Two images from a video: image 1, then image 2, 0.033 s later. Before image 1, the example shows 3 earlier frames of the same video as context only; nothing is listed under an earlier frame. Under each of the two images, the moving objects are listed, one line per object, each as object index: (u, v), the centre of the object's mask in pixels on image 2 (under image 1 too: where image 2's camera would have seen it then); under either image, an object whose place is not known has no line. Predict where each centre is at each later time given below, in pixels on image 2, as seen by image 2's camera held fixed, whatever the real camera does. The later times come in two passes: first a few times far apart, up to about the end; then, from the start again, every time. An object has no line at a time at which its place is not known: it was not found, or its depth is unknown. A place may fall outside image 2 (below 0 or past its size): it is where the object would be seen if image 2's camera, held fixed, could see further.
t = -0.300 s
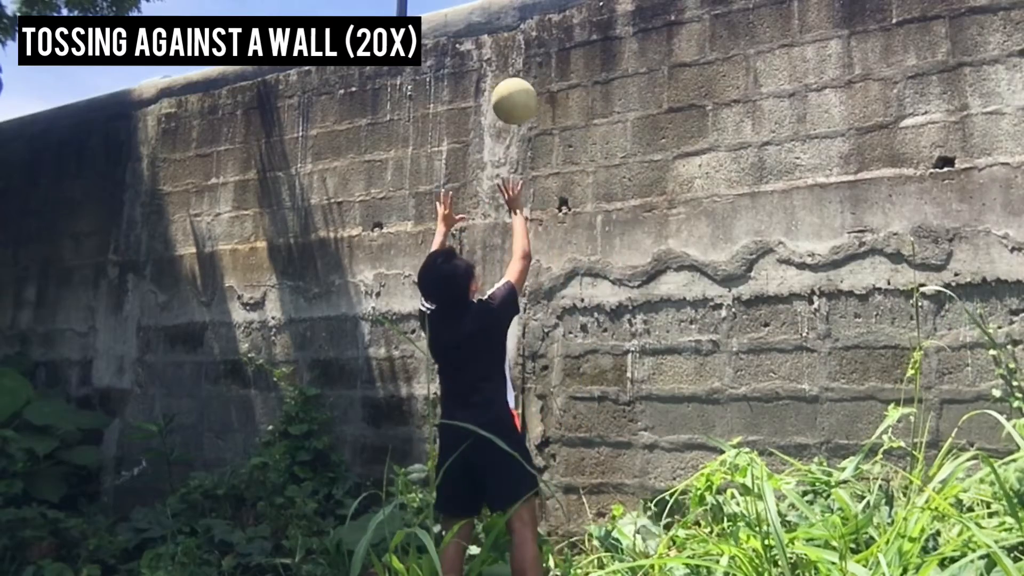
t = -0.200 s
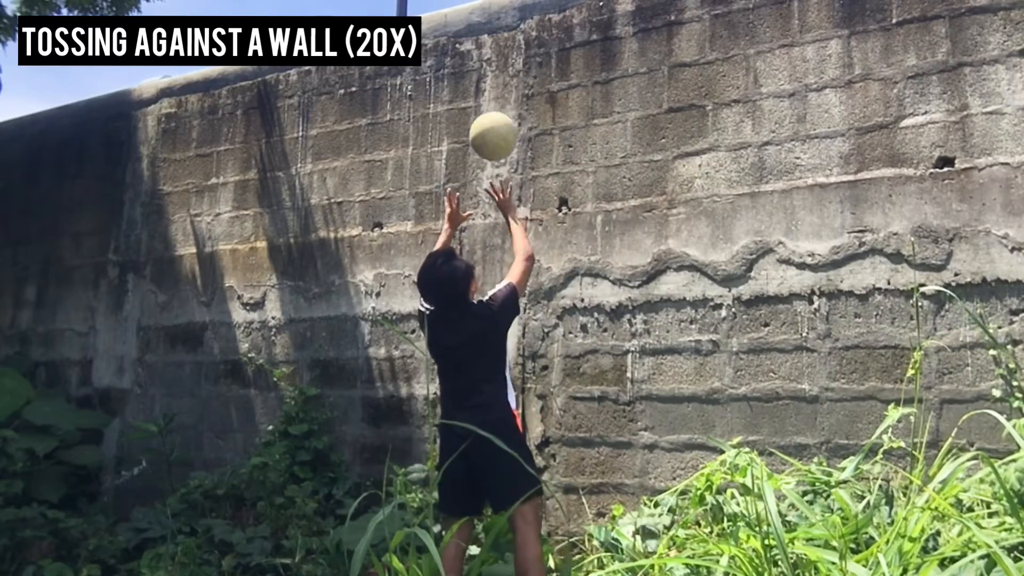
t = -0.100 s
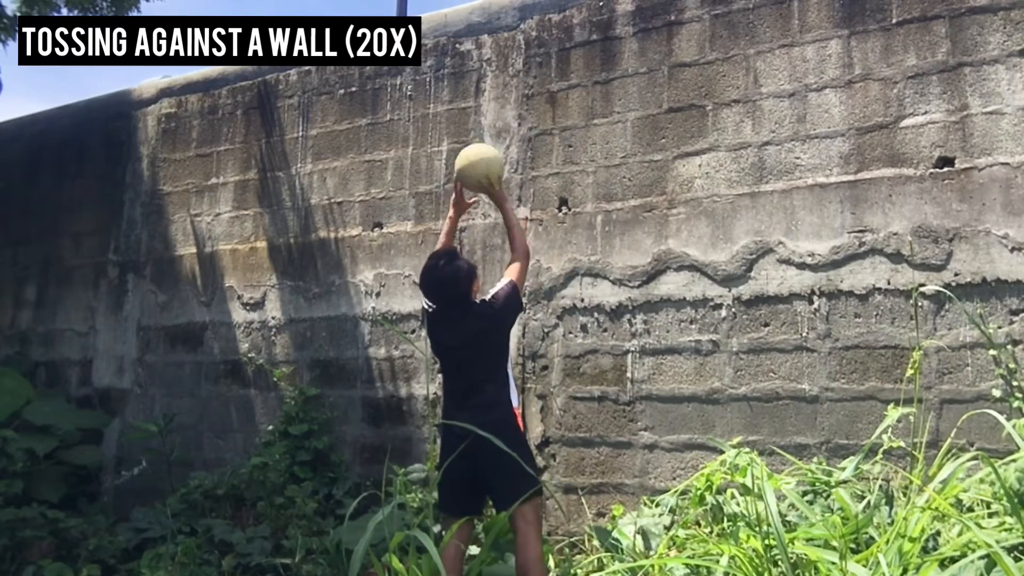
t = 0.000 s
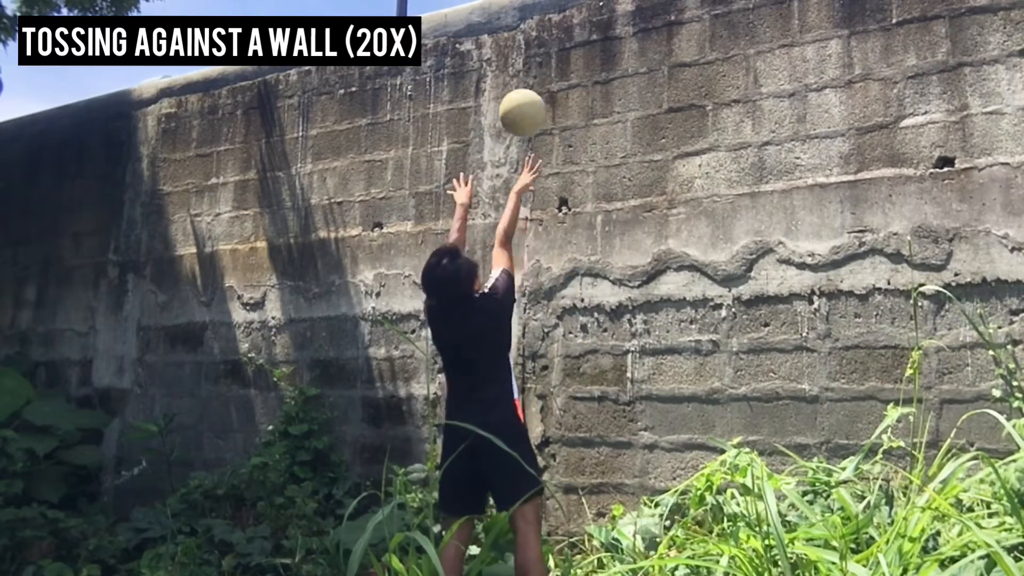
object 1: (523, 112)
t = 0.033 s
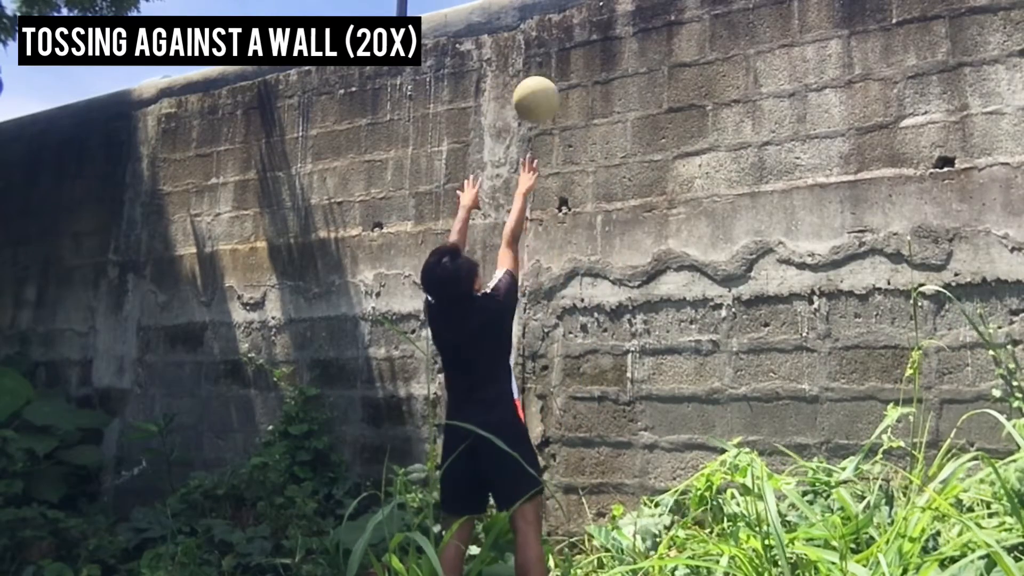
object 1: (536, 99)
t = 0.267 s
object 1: (617, 74)
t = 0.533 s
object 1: (595, 103)
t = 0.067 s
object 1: (549, 88)
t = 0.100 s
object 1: (562, 81)
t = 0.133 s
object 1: (575, 76)
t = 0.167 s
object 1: (587, 73)
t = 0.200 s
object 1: (599, 72)
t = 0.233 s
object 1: (610, 73)
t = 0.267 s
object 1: (617, 74)
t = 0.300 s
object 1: (614, 71)
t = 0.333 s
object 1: (611, 68)
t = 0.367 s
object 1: (609, 68)
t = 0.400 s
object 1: (607, 70)
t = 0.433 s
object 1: (604, 74)
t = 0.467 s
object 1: (601, 81)
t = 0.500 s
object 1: (598, 89)
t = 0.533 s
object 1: (595, 103)
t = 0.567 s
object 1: (592, 118)
